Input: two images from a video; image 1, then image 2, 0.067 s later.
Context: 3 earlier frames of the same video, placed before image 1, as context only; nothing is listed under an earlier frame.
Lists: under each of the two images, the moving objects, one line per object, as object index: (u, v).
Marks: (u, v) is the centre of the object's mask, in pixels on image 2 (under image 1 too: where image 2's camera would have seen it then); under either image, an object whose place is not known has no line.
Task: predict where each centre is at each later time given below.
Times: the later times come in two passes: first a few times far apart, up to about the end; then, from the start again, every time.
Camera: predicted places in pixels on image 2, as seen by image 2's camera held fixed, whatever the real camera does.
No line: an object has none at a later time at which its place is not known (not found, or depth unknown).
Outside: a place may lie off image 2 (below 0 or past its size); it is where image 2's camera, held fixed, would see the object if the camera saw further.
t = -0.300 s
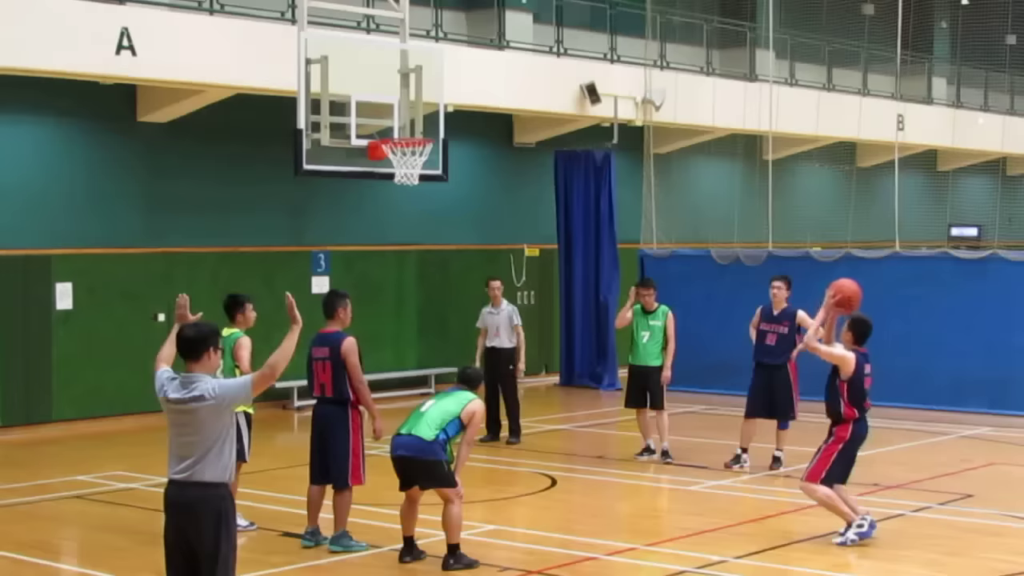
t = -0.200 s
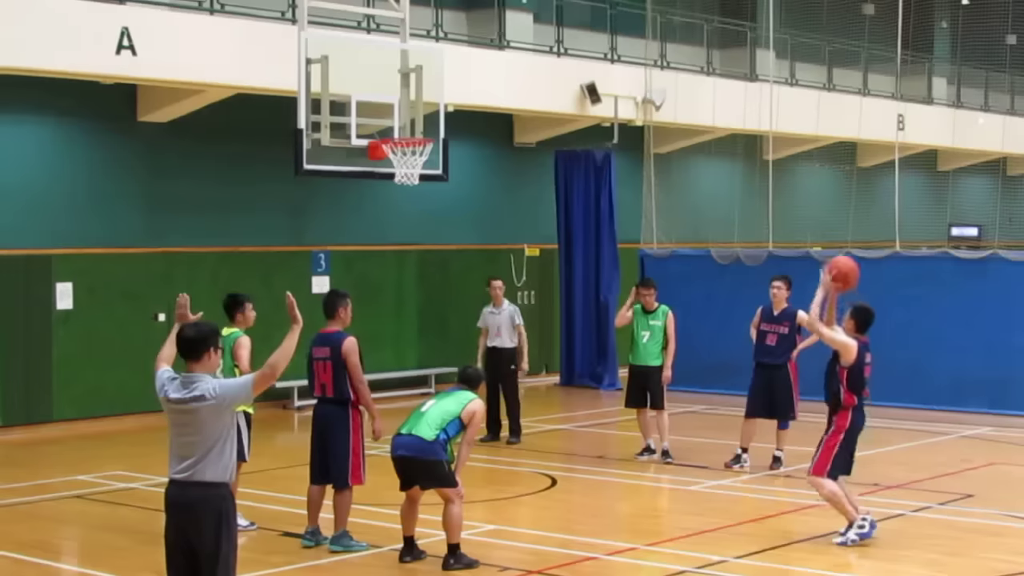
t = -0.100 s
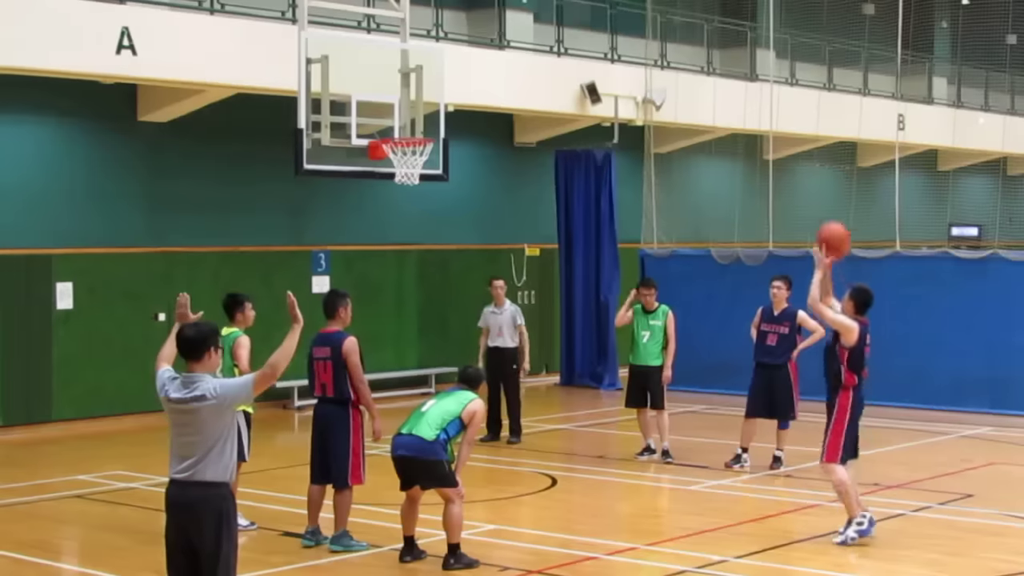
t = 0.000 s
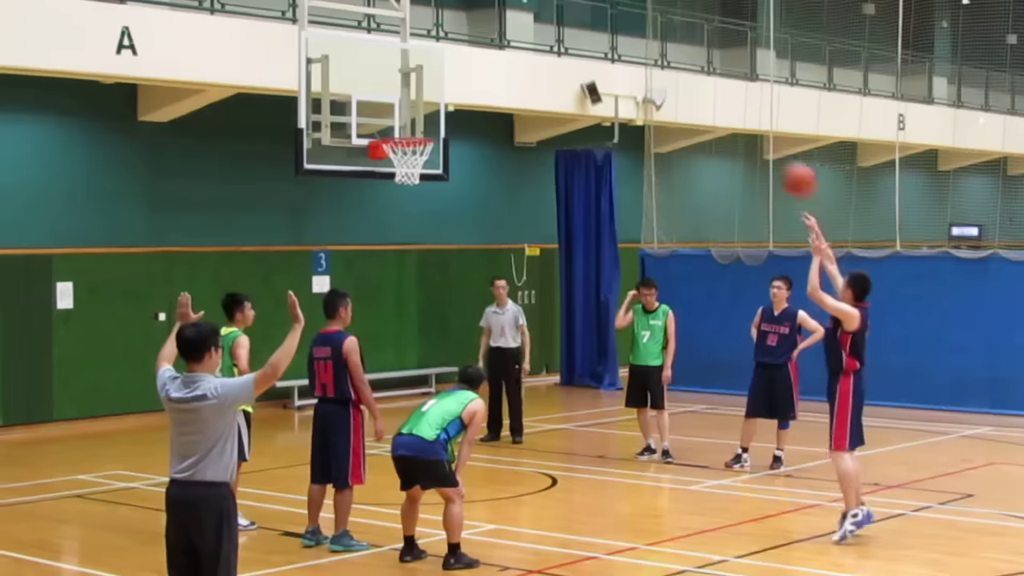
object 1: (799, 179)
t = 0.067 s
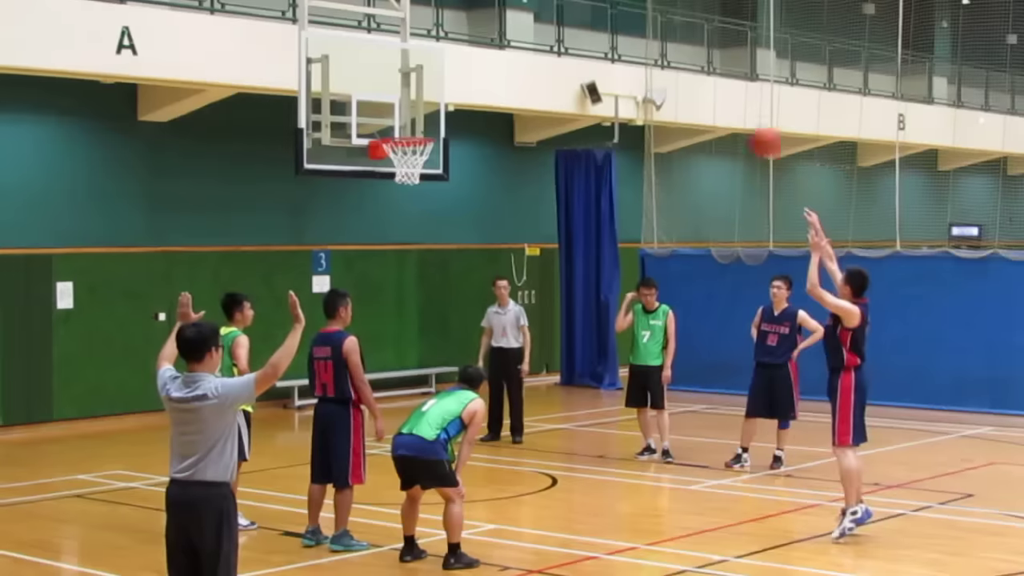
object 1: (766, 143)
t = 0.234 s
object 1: (684, 70)
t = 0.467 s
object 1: (583, 35)
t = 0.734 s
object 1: (477, 75)
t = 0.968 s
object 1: (403, 133)
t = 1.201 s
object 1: (403, 160)
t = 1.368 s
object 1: (415, 179)
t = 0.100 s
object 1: (748, 125)
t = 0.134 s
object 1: (731, 108)
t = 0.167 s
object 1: (714, 94)
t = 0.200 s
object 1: (699, 81)
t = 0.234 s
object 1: (684, 70)
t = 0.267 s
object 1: (668, 61)
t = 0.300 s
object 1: (653, 53)
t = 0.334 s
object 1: (639, 46)
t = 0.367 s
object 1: (625, 42)
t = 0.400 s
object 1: (610, 38)
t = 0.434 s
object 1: (596, 36)
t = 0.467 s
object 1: (583, 35)
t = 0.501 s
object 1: (569, 36)
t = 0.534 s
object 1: (555, 38)
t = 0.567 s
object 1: (541, 42)
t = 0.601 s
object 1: (529, 46)
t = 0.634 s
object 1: (515, 52)
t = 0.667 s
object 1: (502, 58)
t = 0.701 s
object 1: (489, 66)
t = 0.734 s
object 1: (477, 75)
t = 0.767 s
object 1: (465, 85)
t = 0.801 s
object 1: (453, 97)
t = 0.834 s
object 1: (441, 109)
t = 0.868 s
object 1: (430, 122)
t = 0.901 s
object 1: (420, 128)
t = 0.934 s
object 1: (410, 134)
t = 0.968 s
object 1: (403, 133)
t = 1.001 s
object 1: (400, 149)
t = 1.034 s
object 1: (395, 154)
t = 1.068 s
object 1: (395, 156)
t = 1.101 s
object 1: (396, 156)
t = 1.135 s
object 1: (398, 159)
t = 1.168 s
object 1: (400, 155)
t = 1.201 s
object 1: (403, 160)
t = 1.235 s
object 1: (406, 165)
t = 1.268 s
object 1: (409, 163)
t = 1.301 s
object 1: (410, 169)
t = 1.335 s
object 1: (413, 172)
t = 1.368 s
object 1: (415, 179)
